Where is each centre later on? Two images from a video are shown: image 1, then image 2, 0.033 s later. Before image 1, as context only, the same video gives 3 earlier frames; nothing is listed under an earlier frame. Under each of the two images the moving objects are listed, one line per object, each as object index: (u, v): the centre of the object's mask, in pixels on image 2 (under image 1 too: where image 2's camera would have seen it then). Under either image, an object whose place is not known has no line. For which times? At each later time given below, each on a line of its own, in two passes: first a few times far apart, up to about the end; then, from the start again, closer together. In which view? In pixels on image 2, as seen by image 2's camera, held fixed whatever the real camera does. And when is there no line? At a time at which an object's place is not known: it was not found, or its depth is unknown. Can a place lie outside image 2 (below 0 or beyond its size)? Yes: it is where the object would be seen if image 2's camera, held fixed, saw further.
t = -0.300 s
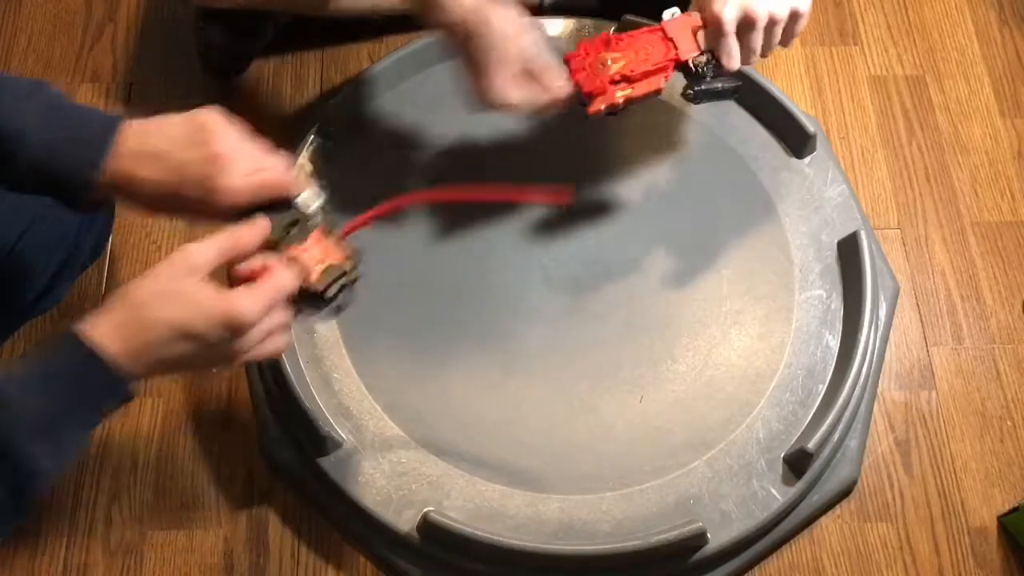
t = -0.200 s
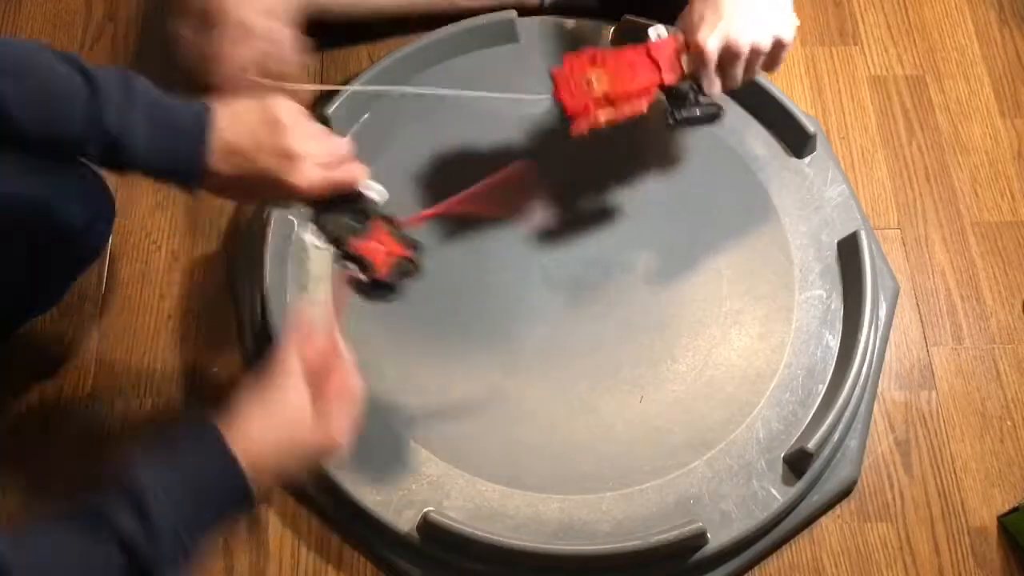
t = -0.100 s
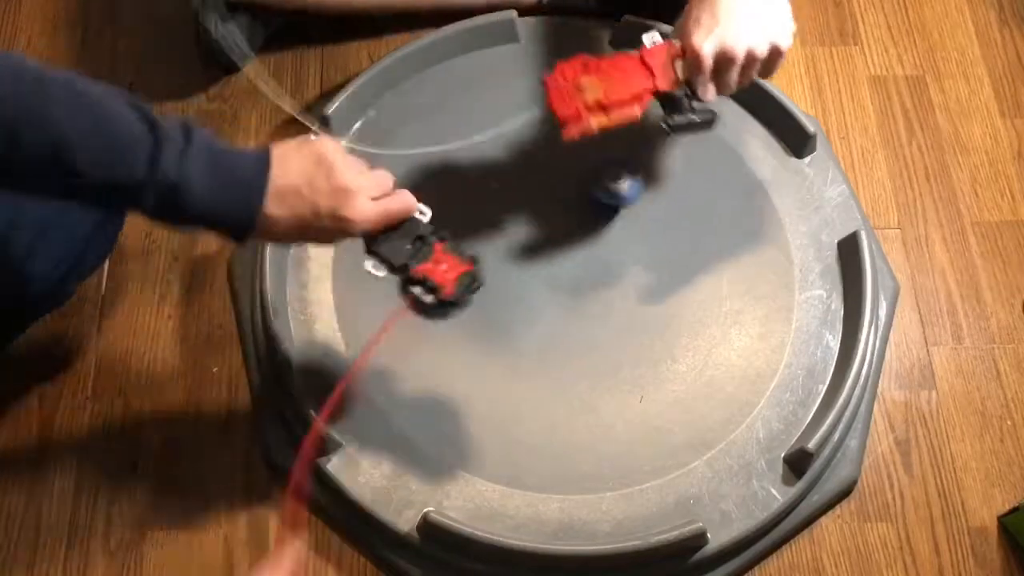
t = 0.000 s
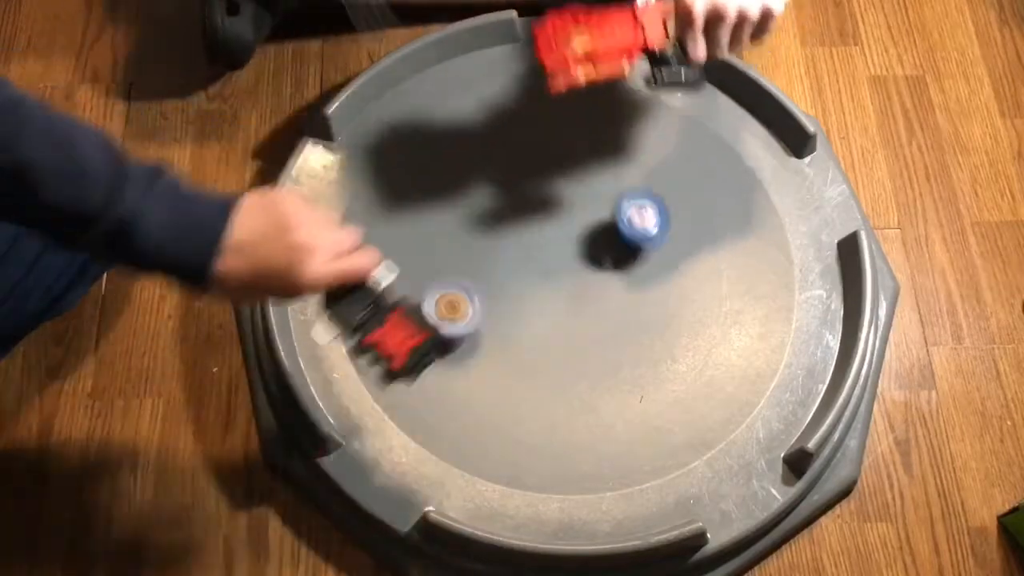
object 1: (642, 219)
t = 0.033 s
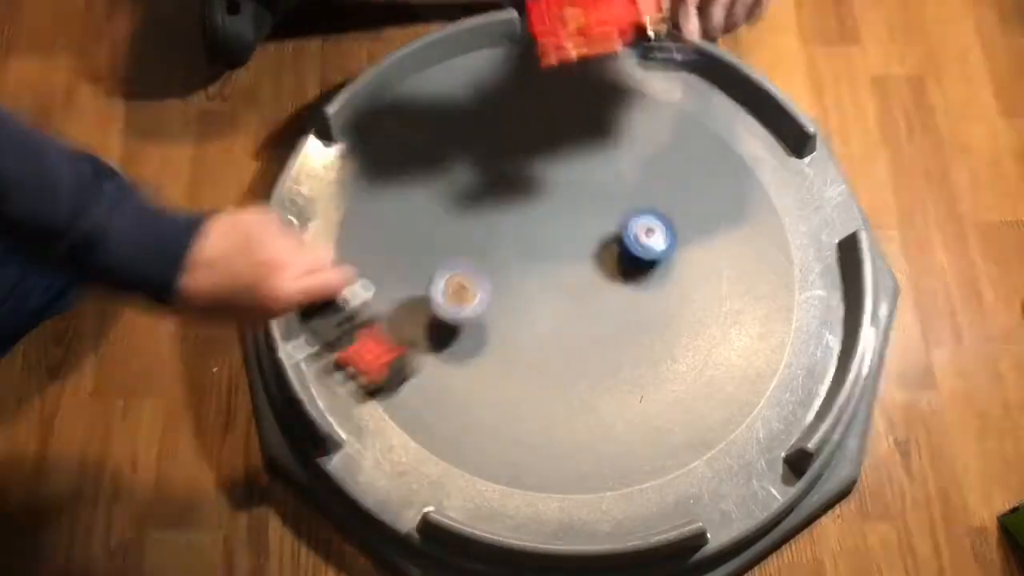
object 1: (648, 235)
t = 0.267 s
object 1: (671, 323)
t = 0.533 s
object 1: (625, 374)
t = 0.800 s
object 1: (571, 382)
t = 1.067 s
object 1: (537, 354)
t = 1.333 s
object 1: (523, 323)
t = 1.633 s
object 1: (542, 310)
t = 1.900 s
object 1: (560, 292)
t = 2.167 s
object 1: (568, 275)
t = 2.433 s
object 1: (566, 269)
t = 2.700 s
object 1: (564, 273)
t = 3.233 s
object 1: (562, 268)
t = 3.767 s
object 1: (560, 273)
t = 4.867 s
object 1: (497, 280)
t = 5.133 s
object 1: (504, 273)
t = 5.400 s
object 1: (545, 204)
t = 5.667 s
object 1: (563, 193)
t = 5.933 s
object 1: (566, 191)
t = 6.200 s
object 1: (561, 194)
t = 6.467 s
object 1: (552, 204)
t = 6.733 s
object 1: (542, 220)
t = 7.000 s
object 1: (539, 242)
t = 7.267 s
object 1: (536, 217)
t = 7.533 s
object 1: (527, 189)
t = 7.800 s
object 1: (527, 182)
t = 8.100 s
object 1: (529, 190)
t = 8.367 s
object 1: (531, 204)
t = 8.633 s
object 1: (536, 221)
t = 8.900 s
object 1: (487, 191)
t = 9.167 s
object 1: (488, 196)
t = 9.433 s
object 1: (497, 209)
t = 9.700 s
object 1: (511, 225)
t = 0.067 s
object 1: (655, 247)
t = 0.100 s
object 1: (661, 263)
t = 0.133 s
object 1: (666, 276)
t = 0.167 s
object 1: (670, 289)
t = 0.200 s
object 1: (672, 300)
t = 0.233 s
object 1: (672, 312)
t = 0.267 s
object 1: (671, 323)
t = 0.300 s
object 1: (668, 332)
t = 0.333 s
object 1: (664, 341)
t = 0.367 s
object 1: (658, 349)
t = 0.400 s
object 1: (652, 355)
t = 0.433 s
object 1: (646, 361)
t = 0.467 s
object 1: (639, 366)
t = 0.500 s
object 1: (632, 370)
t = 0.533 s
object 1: (625, 374)
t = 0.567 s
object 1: (618, 377)
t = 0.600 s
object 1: (611, 380)
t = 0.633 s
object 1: (604, 381)
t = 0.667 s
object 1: (597, 383)
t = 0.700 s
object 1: (590, 383)
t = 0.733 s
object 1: (583, 384)
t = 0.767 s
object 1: (577, 383)
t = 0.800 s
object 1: (571, 382)
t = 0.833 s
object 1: (565, 381)
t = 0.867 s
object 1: (559, 378)
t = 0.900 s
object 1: (555, 375)
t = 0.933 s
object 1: (550, 372)
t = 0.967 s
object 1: (547, 368)
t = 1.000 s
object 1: (543, 363)
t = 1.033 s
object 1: (540, 359)
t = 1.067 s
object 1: (537, 354)
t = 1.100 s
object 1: (535, 349)
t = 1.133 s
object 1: (532, 344)
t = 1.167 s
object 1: (530, 340)
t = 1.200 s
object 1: (528, 335)
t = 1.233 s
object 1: (526, 331)
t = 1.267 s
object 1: (524, 328)
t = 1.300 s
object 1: (523, 325)
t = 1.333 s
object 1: (523, 323)
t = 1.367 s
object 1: (523, 321)
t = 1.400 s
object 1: (524, 320)
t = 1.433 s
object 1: (526, 319)
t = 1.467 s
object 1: (529, 318)
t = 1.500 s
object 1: (531, 317)
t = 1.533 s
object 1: (534, 316)
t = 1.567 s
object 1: (537, 313)
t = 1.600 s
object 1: (539, 312)
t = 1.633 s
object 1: (542, 310)
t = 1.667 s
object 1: (545, 308)
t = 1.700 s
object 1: (547, 306)
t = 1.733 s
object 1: (550, 304)
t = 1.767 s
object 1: (552, 302)
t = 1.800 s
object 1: (554, 299)
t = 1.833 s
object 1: (556, 297)
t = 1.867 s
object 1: (559, 295)
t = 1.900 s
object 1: (560, 292)
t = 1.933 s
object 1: (562, 289)
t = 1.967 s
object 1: (564, 287)
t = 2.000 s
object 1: (565, 284)
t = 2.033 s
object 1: (566, 282)
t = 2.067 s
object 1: (567, 280)
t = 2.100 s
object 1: (568, 278)
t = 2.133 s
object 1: (568, 276)
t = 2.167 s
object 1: (568, 275)
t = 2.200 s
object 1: (568, 273)
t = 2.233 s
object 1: (568, 272)
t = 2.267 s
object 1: (567, 272)
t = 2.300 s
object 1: (567, 271)
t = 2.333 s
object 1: (566, 270)
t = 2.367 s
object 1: (566, 270)
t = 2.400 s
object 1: (566, 269)
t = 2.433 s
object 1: (566, 269)
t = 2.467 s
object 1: (566, 268)
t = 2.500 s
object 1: (566, 268)
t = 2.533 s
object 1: (565, 268)
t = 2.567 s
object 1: (565, 269)
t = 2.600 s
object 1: (564, 270)
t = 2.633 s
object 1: (564, 272)
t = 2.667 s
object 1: (564, 272)
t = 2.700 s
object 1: (564, 273)
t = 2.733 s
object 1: (565, 273)
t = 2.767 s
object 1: (565, 273)
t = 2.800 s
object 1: (566, 272)
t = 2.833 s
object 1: (566, 271)
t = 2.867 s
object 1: (566, 270)
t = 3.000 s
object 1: (564, 269)
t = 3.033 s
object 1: (564, 268)
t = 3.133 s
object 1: (563, 268)
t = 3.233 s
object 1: (562, 268)
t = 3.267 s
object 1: (562, 268)
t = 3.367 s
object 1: (562, 269)
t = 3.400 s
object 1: (562, 269)
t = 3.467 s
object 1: (562, 269)
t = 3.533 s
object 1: (561, 270)
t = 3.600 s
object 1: (561, 271)
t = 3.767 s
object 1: (560, 273)
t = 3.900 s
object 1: (561, 274)
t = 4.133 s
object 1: (560, 275)
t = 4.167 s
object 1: (560, 276)
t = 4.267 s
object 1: (560, 275)
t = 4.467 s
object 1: (509, 295)
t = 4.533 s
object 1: (502, 295)
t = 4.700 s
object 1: (495, 290)
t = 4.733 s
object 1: (495, 288)
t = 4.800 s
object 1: (496, 284)
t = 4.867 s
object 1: (497, 280)
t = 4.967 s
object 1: (499, 276)
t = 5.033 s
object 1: (502, 273)
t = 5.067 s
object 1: (502, 273)
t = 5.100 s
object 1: (503, 273)
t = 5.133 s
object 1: (504, 273)
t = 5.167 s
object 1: (505, 272)
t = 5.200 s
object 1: (512, 257)
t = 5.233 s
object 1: (518, 243)
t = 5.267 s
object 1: (525, 231)
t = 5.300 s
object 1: (531, 221)
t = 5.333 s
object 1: (536, 214)
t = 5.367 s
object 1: (541, 208)
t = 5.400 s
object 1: (545, 204)
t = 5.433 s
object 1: (548, 202)
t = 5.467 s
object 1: (552, 199)
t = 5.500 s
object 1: (555, 197)
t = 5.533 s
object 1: (557, 196)
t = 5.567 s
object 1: (559, 195)
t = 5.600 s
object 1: (561, 194)
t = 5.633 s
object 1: (562, 193)
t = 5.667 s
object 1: (563, 193)
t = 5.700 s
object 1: (564, 192)
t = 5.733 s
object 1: (565, 192)
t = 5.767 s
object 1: (566, 192)
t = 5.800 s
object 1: (566, 191)
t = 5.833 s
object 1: (566, 191)
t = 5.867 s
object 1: (567, 191)
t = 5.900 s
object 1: (566, 191)
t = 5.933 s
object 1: (566, 191)
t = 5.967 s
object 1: (566, 191)
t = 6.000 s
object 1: (566, 191)
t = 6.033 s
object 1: (565, 191)
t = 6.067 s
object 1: (565, 191)
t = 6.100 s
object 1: (564, 192)
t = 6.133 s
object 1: (563, 193)
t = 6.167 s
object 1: (562, 193)
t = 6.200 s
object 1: (561, 194)
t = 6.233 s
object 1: (560, 195)
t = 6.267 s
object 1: (559, 196)
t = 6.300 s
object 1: (558, 197)
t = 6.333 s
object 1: (557, 198)
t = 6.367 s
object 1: (556, 199)
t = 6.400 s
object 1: (555, 201)
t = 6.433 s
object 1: (554, 202)
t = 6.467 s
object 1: (552, 204)
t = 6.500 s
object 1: (551, 206)
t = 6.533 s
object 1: (550, 207)
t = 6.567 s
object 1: (549, 209)
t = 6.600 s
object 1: (547, 211)
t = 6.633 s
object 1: (546, 213)
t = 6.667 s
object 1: (545, 215)
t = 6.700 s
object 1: (543, 217)
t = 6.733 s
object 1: (542, 220)
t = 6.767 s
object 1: (541, 222)
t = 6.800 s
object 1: (540, 225)
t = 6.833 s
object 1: (540, 227)
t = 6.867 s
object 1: (539, 230)
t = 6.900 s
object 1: (539, 233)
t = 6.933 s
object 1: (538, 236)
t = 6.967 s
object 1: (539, 239)
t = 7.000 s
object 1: (539, 242)
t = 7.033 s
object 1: (539, 245)
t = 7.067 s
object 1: (539, 248)
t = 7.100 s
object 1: (539, 248)
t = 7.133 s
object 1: (537, 237)
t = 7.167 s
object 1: (537, 228)
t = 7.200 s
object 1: (536, 222)
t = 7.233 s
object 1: (536, 219)
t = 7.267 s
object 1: (536, 217)
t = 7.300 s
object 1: (537, 216)
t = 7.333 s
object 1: (537, 217)
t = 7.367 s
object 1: (538, 217)
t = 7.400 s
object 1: (539, 218)
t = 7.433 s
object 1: (538, 216)
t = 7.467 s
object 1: (534, 205)
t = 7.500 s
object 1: (531, 196)
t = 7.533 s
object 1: (527, 189)
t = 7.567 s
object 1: (526, 185)
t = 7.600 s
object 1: (525, 183)
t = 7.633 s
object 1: (525, 182)
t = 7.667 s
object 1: (525, 181)
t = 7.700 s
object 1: (526, 181)
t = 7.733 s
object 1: (526, 181)
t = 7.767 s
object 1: (526, 181)
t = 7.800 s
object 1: (527, 182)
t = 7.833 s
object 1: (527, 182)
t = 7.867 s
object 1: (528, 182)
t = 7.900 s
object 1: (528, 183)
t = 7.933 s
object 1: (528, 184)
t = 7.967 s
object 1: (529, 185)
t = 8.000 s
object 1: (529, 186)
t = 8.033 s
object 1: (529, 187)
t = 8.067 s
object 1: (529, 189)
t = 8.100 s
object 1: (529, 190)
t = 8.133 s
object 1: (529, 192)
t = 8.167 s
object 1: (529, 193)
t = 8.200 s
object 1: (530, 195)
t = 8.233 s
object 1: (530, 197)
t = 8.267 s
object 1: (530, 198)
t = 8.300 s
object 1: (530, 200)
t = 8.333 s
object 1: (531, 202)
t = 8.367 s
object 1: (531, 204)
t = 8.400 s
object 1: (531, 206)
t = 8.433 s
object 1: (532, 208)
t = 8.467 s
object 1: (532, 210)
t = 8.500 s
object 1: (533, 212)
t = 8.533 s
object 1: (533, 215)
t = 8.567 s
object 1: (534, 217)
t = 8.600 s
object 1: (535, 219)
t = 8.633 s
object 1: (536, 221)
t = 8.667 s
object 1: (537, 223)
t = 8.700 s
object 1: (538, 225)
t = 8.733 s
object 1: (528, 218)
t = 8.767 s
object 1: (515, 209)
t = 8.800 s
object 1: (506, 203)
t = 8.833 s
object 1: (497, 197)
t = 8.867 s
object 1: (491, 193)
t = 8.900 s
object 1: (487, 191)
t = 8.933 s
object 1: (484, 190)
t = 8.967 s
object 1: (483, 190)
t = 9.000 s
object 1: (483, 190)
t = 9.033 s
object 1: (484, 191)
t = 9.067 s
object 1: (485, 192)
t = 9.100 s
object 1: (485, 193)
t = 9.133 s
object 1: (486, 195)
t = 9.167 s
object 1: (488, 196)
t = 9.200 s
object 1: (489, 197)
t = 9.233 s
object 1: (490, 198)
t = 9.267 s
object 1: (491, 200)
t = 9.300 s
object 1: (492, 202)
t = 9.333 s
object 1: (493, 203)
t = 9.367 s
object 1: (495, 205)
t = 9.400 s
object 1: (496, 207)
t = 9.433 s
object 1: (497, 209)
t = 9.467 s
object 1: (499, 211)
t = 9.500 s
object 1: (500, 213)
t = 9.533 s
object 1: (502, 215)
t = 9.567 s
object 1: (503, 217)
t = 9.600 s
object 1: (505, 219)
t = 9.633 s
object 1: (507, 221)
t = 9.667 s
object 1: (509, 223)
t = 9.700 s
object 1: (511, 225)
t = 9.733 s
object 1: (513, 227)
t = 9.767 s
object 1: (515, 229)
